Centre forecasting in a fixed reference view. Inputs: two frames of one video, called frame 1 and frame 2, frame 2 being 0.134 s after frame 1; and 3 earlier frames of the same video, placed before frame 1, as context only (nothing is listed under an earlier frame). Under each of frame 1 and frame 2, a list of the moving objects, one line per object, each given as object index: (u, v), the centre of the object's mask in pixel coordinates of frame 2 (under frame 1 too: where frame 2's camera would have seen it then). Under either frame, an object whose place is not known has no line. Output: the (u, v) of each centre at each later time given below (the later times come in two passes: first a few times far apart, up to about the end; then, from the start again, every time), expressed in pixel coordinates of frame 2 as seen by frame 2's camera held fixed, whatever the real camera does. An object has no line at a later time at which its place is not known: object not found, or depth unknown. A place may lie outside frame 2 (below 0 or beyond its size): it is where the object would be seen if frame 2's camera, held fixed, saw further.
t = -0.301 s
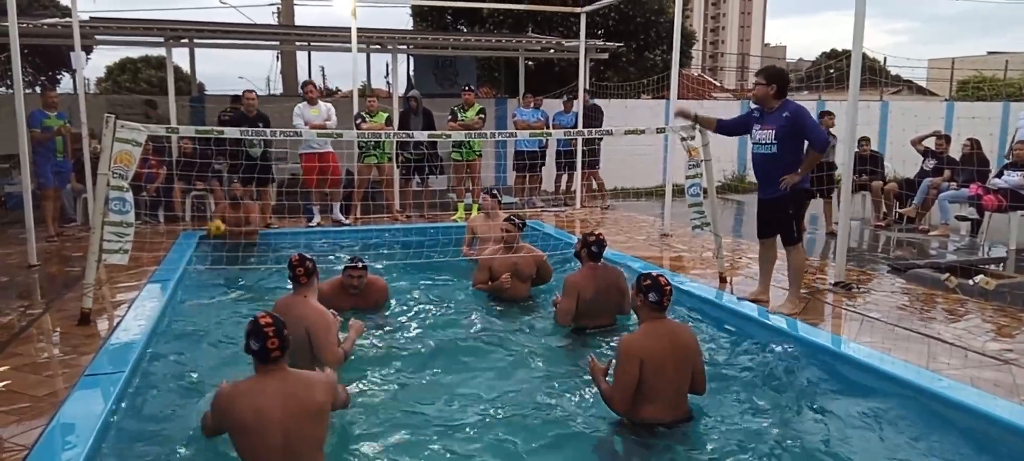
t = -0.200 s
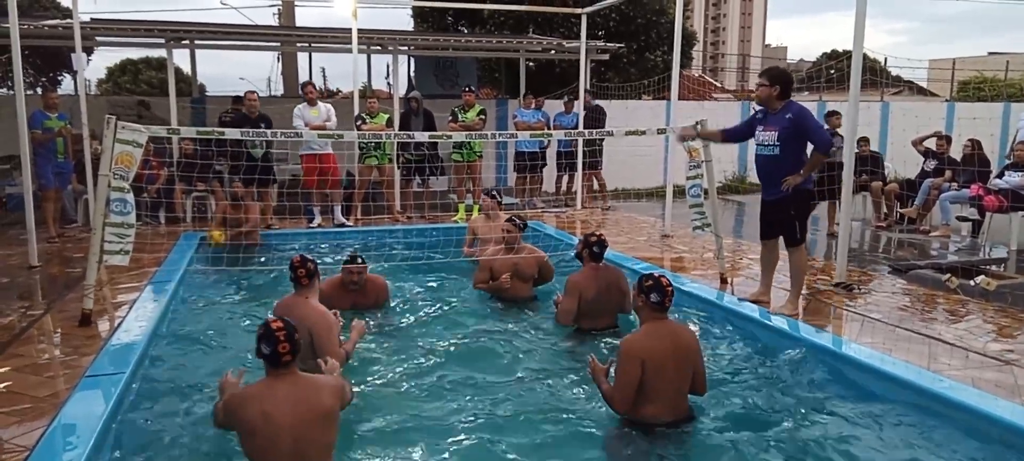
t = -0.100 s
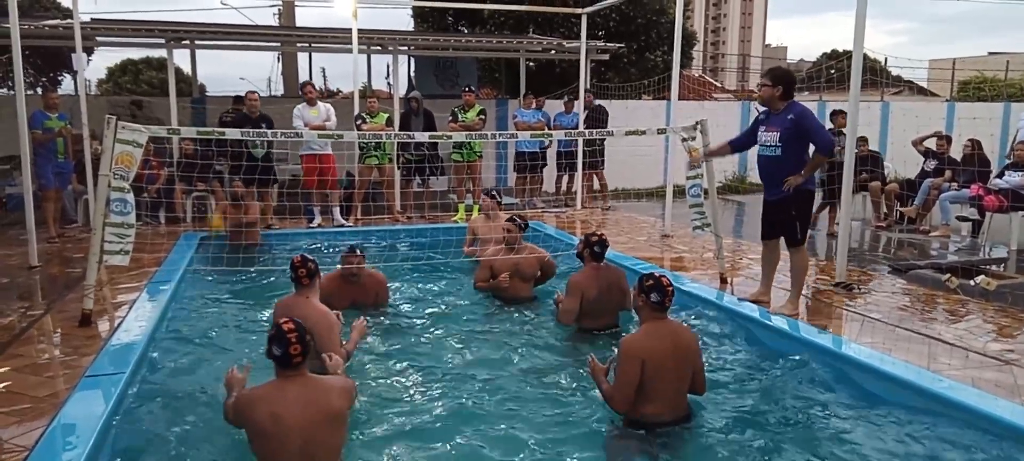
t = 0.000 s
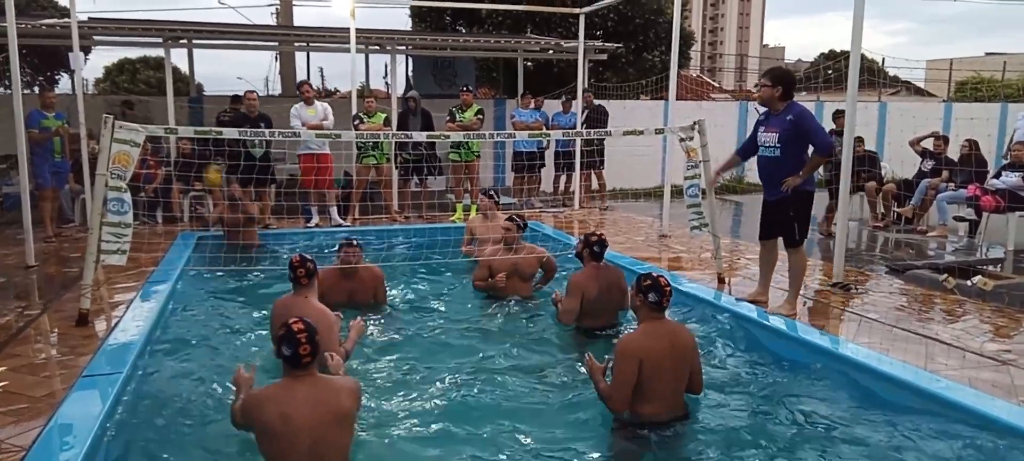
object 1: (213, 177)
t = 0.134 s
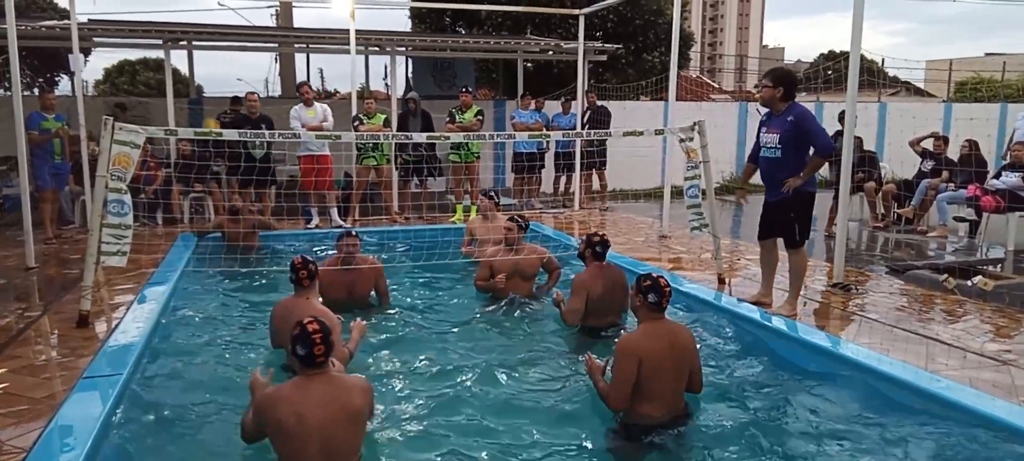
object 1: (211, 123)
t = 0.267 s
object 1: (212, 96)
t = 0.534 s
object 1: (213, 81)
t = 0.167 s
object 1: (211, 118)
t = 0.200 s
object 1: (211, 110)
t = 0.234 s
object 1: (211, 103)
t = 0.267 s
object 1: (212, 96)
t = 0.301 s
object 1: (211, 91)
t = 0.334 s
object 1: (211, 86)
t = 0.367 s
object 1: (211, 83)
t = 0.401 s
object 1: (211, 80)
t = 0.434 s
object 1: (212, 79)
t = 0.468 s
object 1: (212, 79)
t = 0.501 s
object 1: (212, 79)
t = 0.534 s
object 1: (213, 81)
